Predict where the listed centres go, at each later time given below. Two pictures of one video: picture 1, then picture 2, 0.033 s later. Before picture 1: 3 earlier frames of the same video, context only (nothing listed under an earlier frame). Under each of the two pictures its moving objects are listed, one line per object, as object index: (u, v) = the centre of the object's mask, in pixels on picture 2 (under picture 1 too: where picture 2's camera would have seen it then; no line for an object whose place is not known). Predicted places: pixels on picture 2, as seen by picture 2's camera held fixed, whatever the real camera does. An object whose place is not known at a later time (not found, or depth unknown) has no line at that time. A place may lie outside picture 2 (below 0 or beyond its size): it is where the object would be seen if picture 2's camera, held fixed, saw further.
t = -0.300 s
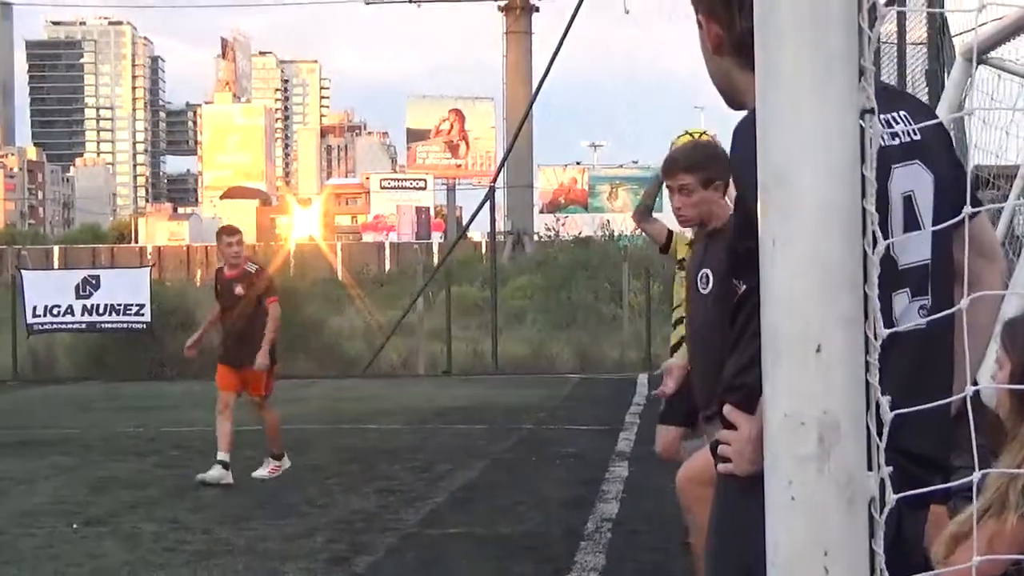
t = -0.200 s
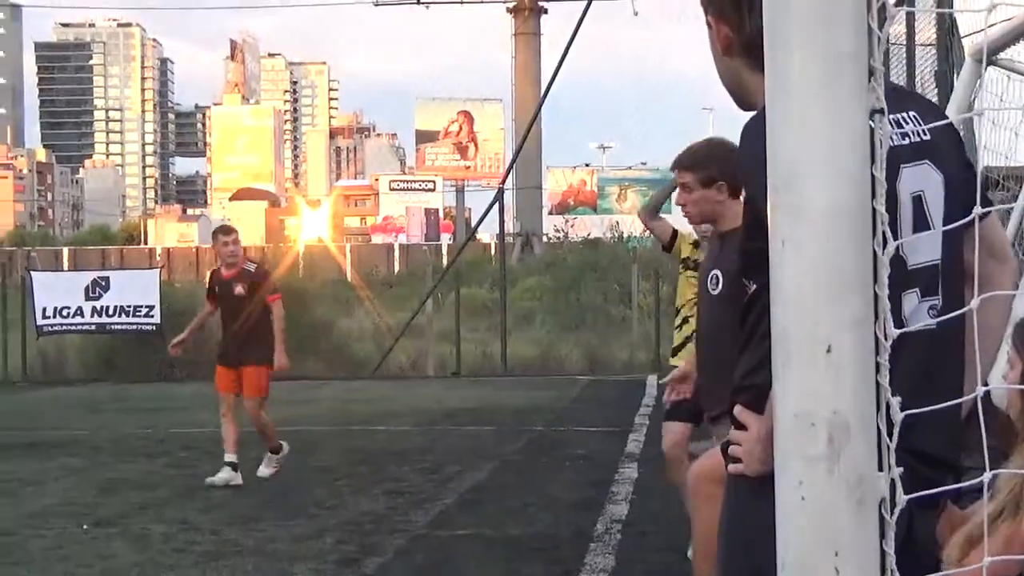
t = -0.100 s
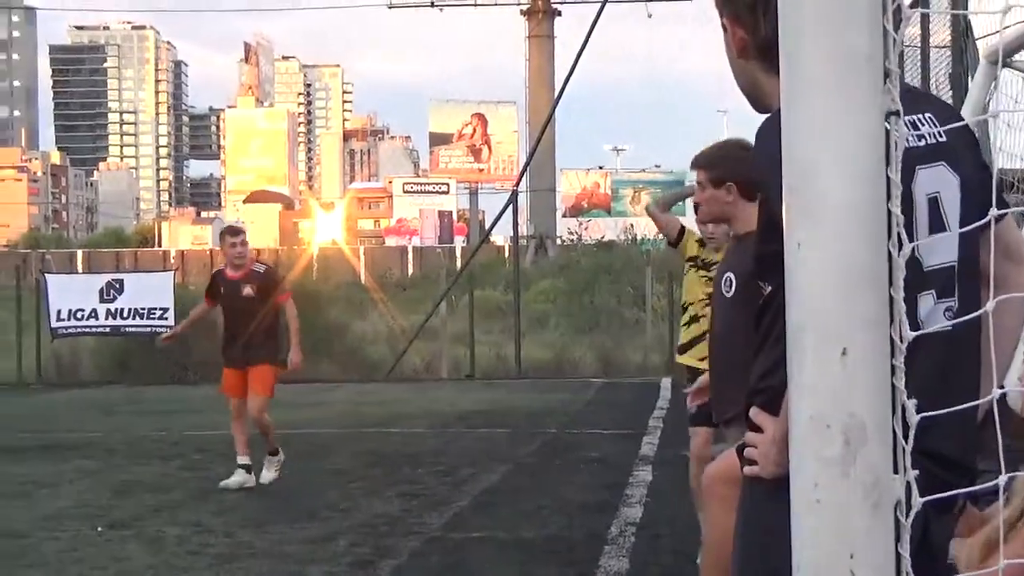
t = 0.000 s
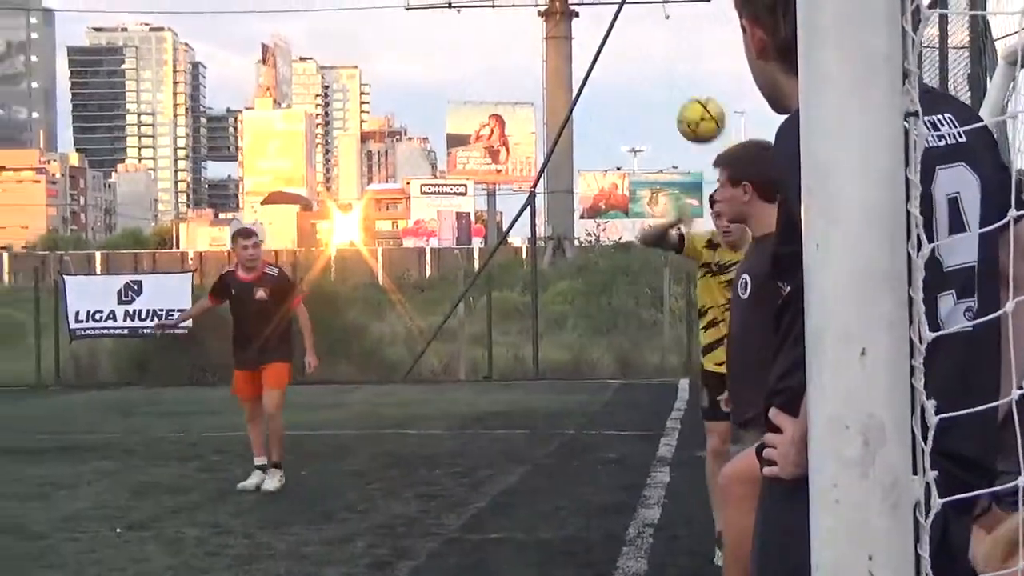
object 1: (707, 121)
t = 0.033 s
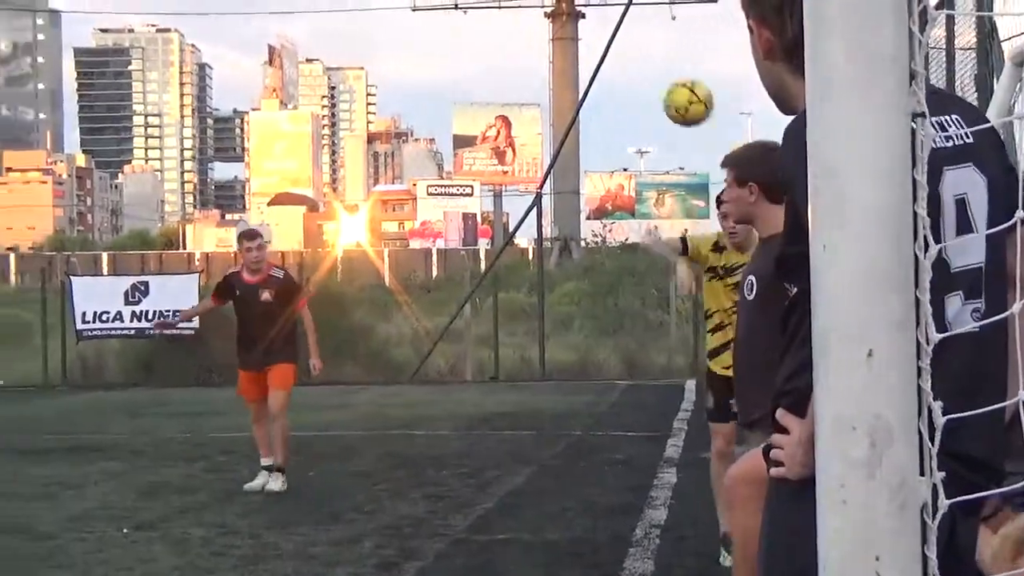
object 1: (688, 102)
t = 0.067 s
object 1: (669, 85)
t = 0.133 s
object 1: (627, 56)
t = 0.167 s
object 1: (606, 46)
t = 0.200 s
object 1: (582, 37)
